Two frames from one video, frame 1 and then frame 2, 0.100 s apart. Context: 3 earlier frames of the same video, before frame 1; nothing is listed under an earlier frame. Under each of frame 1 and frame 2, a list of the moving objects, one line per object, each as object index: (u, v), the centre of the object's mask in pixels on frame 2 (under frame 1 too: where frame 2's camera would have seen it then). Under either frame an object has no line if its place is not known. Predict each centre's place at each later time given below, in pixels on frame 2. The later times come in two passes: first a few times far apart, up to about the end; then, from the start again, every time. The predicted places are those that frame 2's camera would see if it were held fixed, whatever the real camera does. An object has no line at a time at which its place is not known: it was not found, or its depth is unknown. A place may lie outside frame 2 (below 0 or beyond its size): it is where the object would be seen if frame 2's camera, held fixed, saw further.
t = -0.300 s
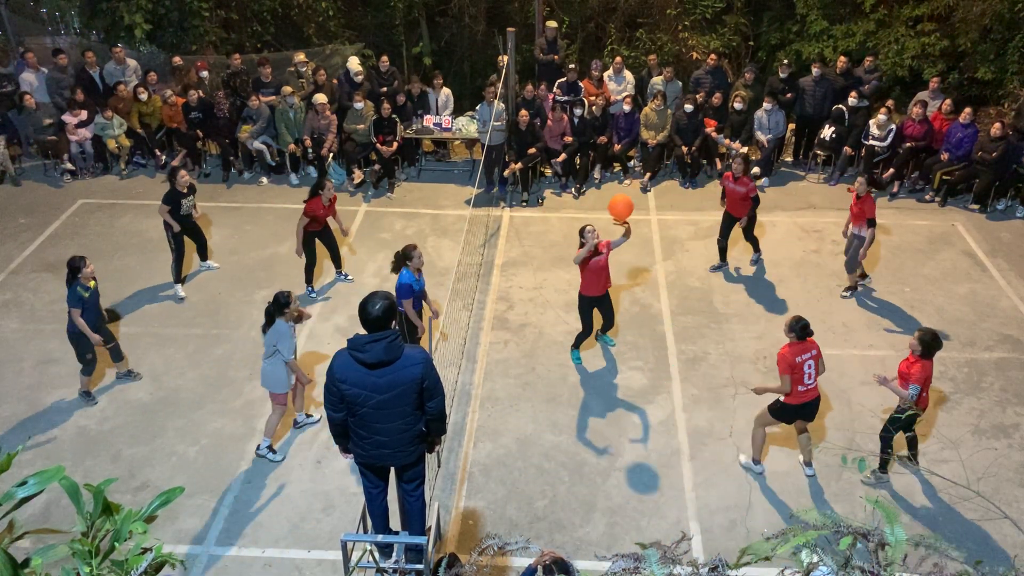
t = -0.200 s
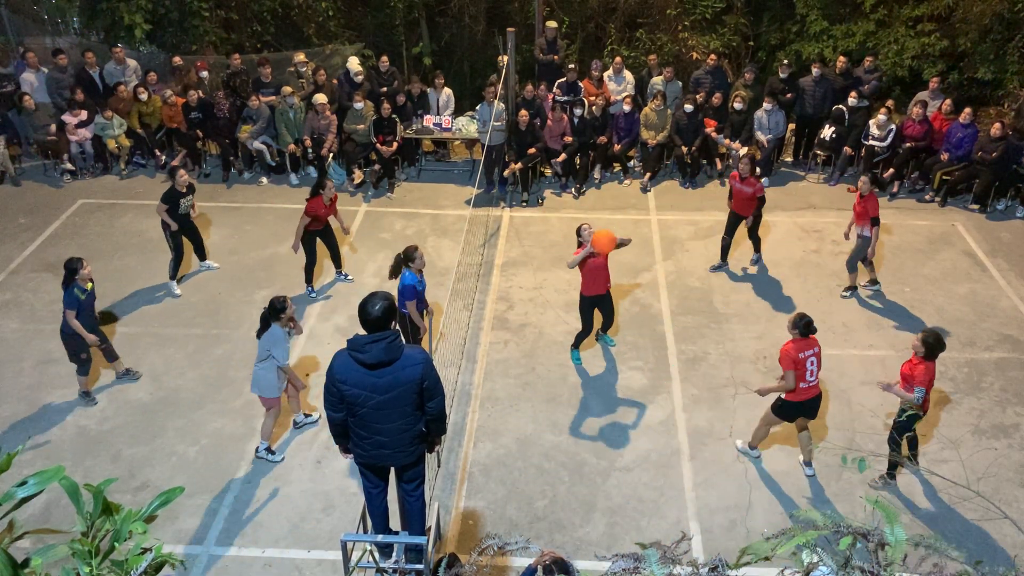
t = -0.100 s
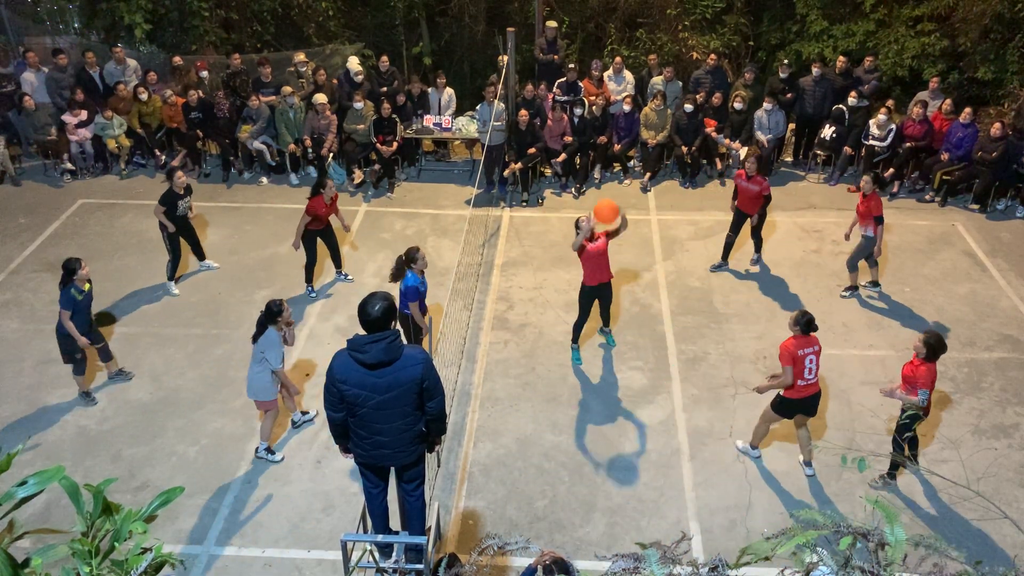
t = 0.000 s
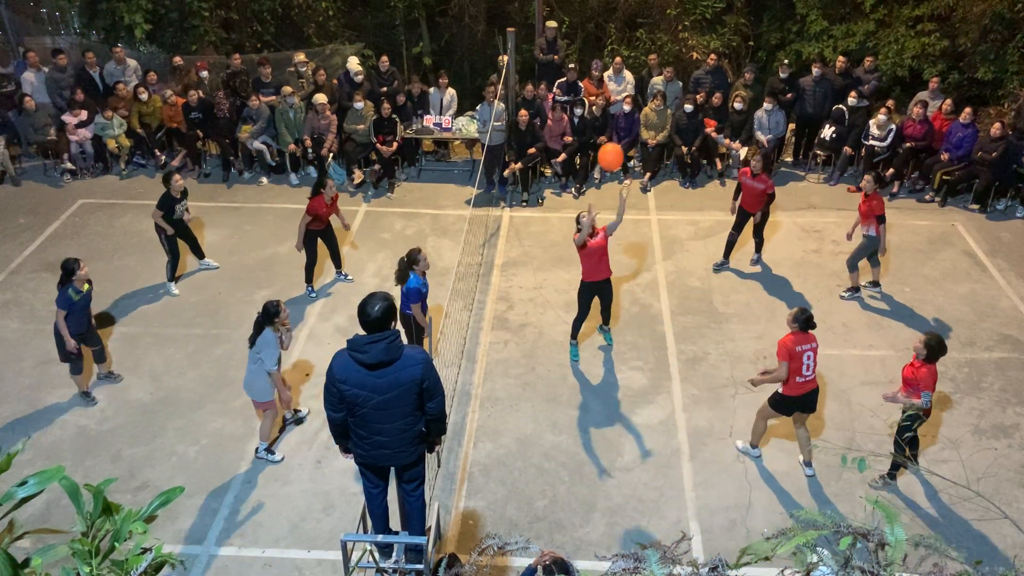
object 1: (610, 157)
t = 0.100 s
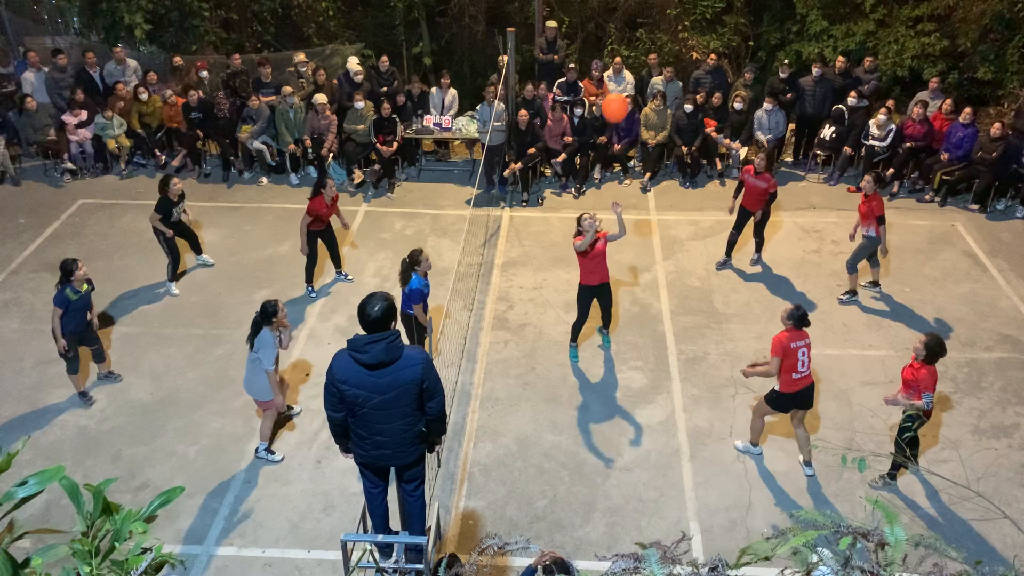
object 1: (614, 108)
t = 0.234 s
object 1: (620, 54)
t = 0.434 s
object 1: (622, 12)
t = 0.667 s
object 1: (622, 21)
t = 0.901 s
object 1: (619, 99)
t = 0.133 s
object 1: (616, 92)
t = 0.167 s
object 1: (617, 79)
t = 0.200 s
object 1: (619, 65)
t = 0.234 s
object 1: (620, 54)
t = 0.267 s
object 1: (620, 43)
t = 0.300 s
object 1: (621, 34)
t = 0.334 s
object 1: (621, 26)
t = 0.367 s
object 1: (622, 19)
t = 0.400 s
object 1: (622, 15)
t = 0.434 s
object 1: (622, 12)
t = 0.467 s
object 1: (622, 11)
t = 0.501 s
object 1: (622, 10)
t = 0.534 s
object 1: (622, 10)
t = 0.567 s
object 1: (622, 11)
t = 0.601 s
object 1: (622, 13)
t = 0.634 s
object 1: (622, 16)
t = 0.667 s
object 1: (622, 21)
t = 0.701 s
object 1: (622, 28)
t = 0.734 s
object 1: (622, 37)
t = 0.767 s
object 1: (621, 46)
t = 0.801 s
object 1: (621, 57)
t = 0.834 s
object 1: (621, 70)
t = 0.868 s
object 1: (620, 84)
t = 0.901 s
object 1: (619, 99)
